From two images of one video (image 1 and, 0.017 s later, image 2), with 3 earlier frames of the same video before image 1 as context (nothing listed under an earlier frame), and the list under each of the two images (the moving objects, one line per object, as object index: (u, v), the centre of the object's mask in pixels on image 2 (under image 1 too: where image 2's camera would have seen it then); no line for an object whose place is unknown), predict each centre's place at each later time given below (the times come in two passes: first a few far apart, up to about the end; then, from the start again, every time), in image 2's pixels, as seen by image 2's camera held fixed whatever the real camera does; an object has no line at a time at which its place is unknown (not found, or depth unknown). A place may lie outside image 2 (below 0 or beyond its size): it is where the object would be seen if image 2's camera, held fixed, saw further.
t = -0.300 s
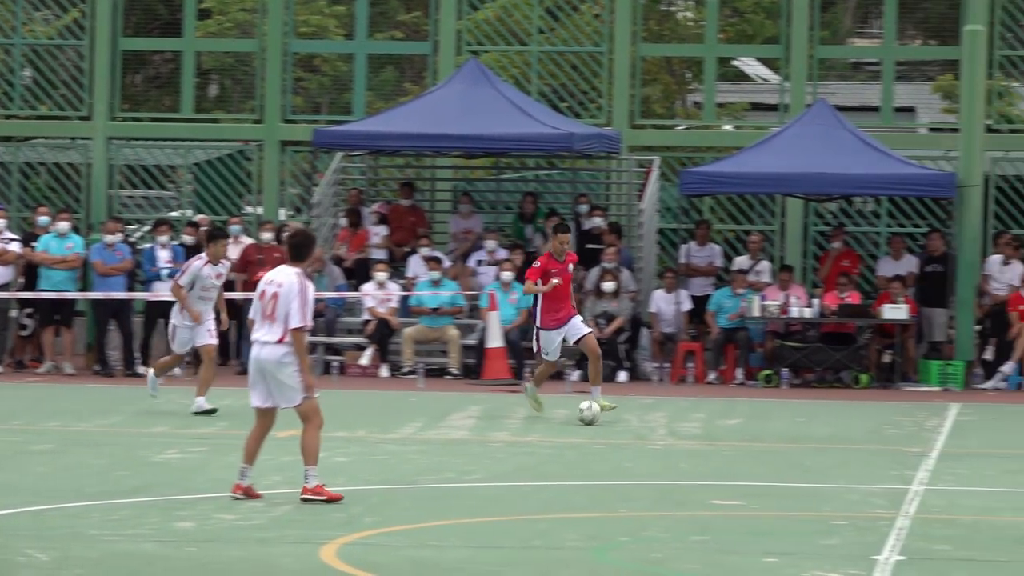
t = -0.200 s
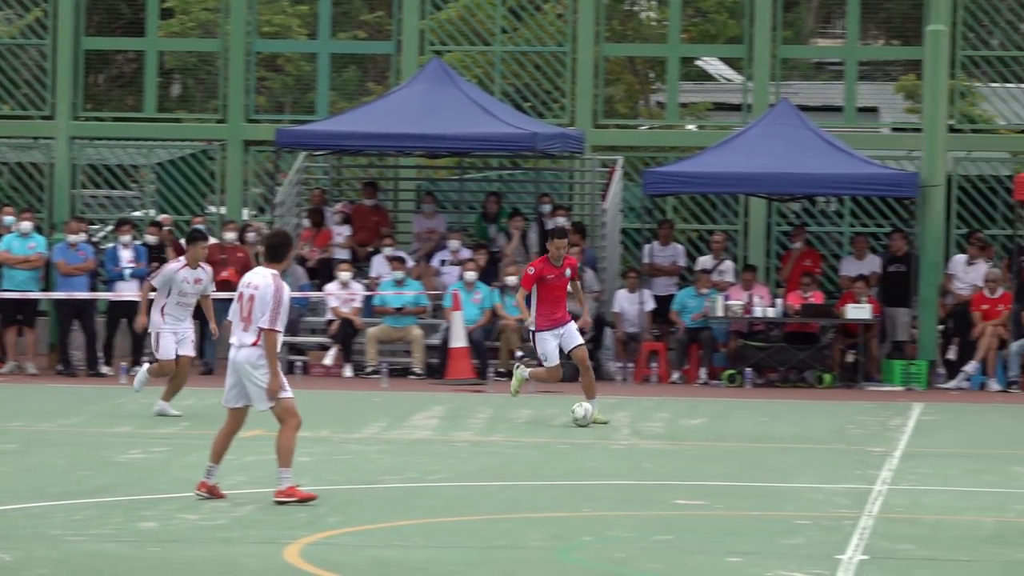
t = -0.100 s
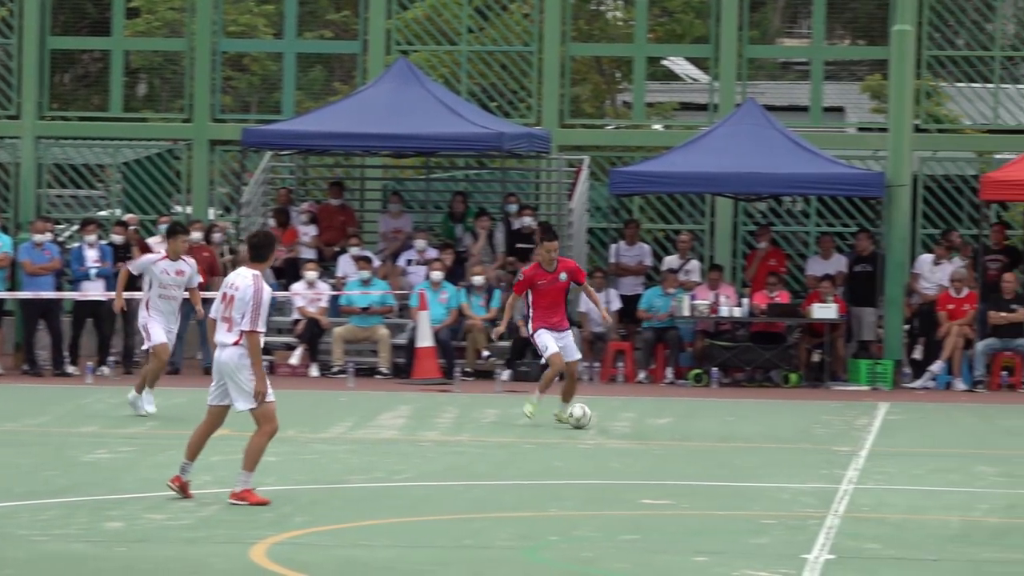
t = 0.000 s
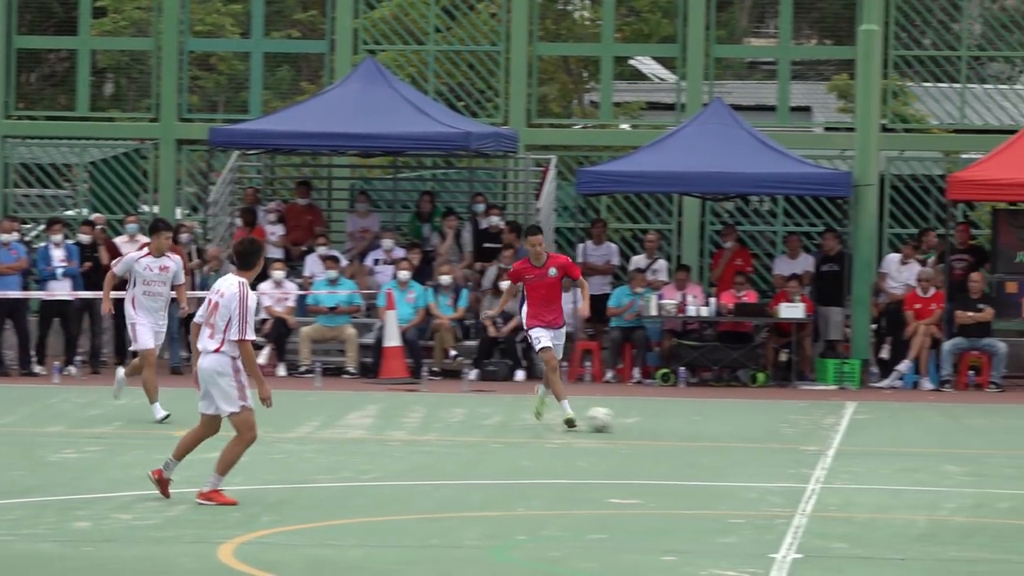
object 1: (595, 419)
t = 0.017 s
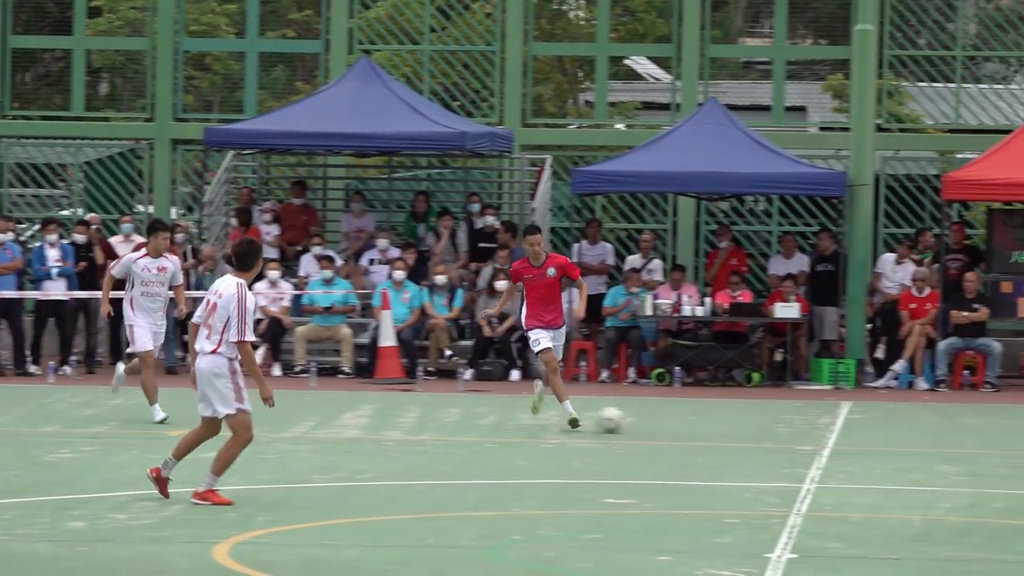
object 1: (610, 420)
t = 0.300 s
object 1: (878, 436)
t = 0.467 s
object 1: (1014, 436)
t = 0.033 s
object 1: (627, 420)
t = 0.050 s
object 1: (644, 421)
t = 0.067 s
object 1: (660, 422)
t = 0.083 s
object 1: (677, 423)
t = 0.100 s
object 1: (693, 425)
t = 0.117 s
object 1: (709, 426)
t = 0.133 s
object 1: (725, 426)
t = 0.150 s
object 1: (740, 426)
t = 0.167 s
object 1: (756, 427)
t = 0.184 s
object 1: (771, 429)
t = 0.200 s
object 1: (786, 430)
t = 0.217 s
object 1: (803, 432)
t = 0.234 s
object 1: (817, 432)
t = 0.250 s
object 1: (832, 433)
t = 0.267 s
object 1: (849, 436)
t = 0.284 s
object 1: (863, 436)
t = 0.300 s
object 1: (878, 436)
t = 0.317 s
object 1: (891, 436)
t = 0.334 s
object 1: (905, 436)
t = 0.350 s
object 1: (918, 436)
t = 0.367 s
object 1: (933, 436)
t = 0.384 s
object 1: (947, 438)
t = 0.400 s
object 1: (962, 439)
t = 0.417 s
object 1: (975, 440)
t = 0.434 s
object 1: (988, 438)
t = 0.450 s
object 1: (1000, 437)
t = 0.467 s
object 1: (1014, 436)
